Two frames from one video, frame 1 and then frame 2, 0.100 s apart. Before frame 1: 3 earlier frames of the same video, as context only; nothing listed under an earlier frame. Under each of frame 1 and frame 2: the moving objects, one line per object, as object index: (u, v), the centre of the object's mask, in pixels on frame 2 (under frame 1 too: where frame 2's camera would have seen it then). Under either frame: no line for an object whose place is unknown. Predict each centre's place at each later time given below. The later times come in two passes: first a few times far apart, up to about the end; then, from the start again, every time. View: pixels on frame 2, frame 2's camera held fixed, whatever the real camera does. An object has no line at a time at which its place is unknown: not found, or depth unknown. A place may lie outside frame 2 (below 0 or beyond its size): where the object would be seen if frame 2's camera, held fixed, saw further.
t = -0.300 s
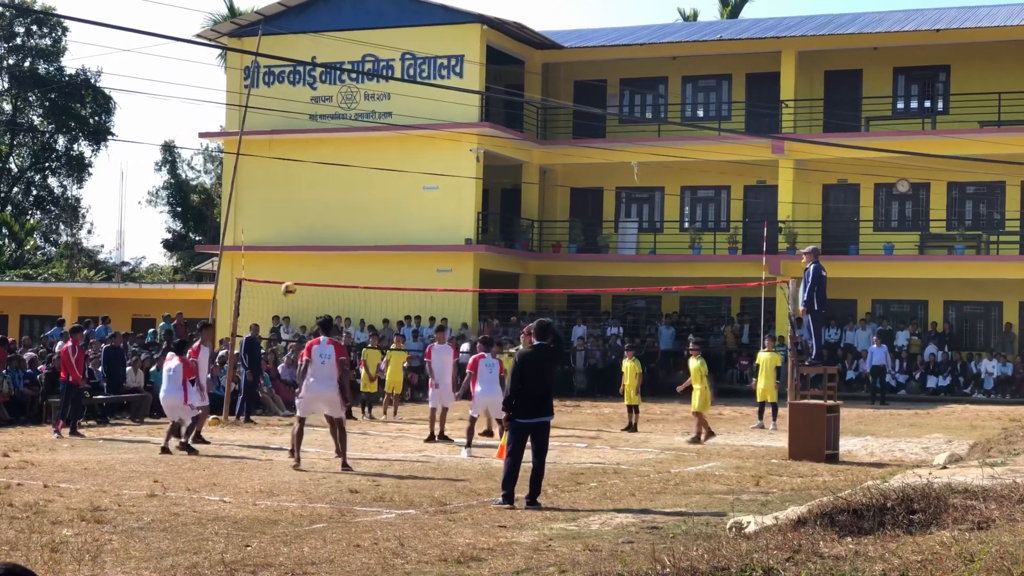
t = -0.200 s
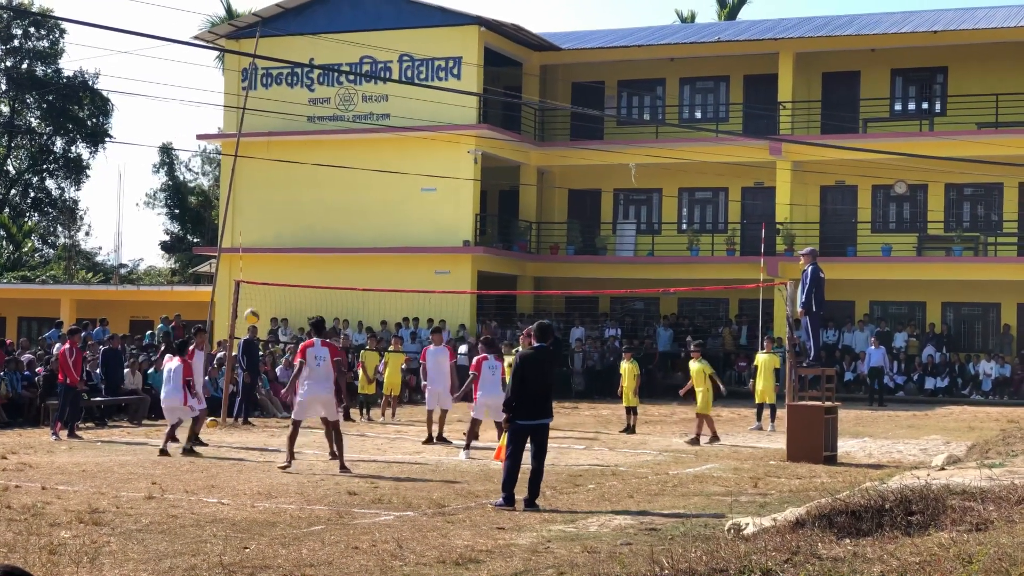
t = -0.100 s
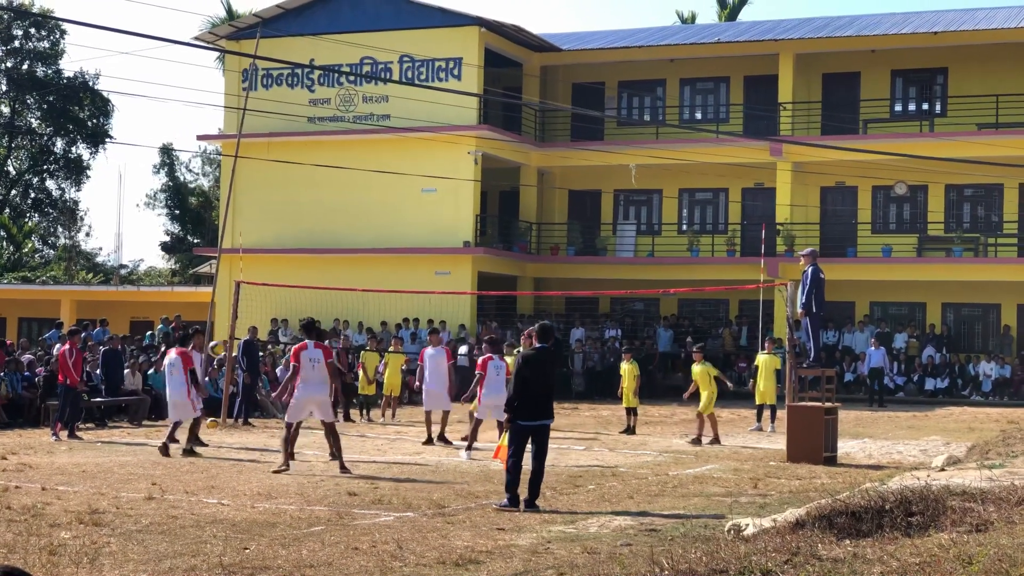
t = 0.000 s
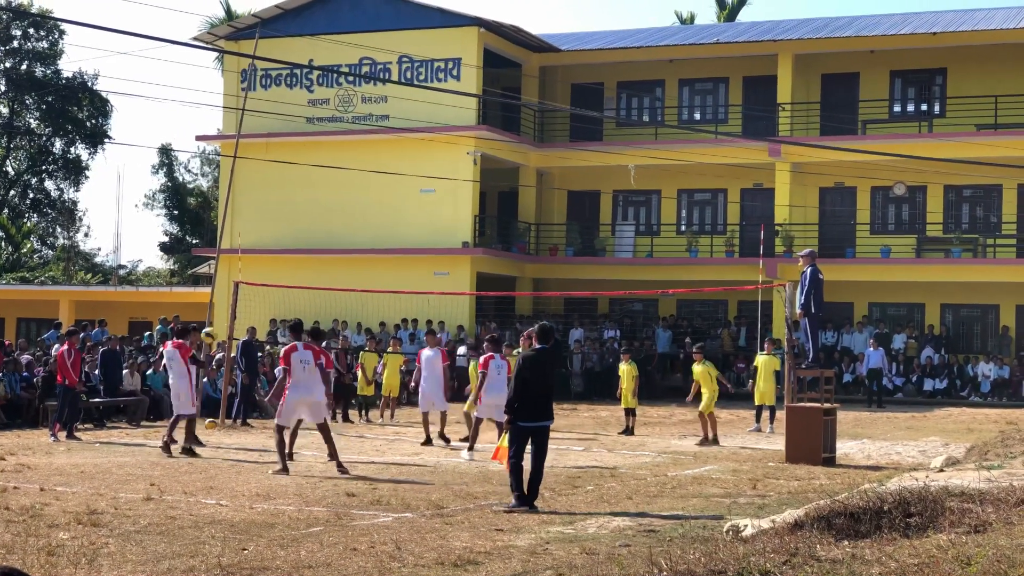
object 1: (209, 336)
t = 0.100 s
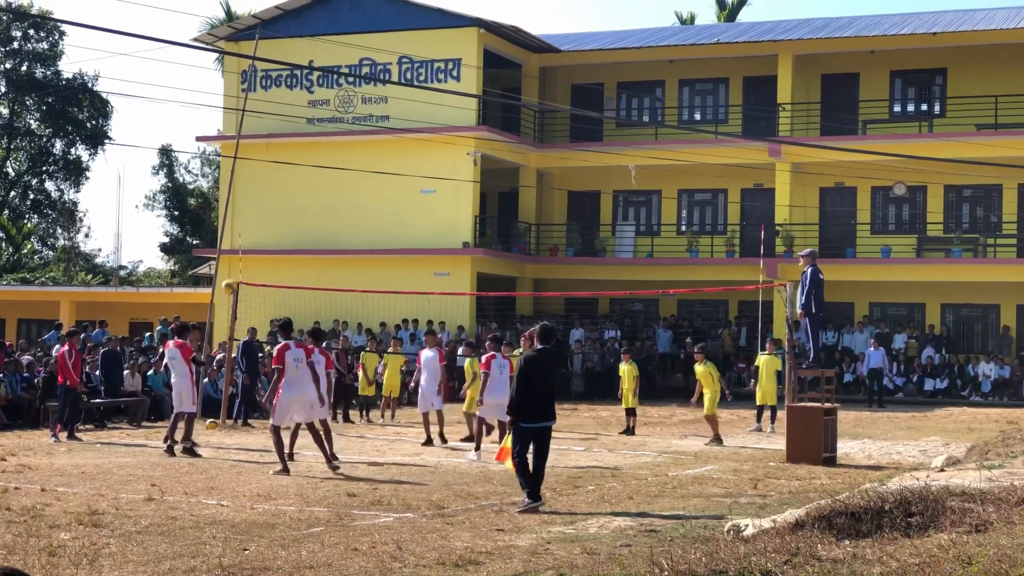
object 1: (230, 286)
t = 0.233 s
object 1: (254, 235)
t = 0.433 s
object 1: (289, 184)
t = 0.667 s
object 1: (330, 161)
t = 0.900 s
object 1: (367, 178)
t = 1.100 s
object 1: (398, 221)
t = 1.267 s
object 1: (422, 278)
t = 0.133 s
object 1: (235, 272)
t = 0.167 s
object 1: (241, 259)
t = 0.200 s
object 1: (247, 247)
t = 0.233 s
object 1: (254, 235)
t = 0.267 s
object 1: (259, 225)
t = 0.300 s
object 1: (265, 215)
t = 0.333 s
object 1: (272, 206)
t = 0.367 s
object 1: (277, 197)
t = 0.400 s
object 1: (283, 191)
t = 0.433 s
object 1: (289, 184)
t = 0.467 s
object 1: (295, 178)
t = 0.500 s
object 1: (300, 173)
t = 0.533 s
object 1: (307, 170)
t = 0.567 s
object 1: (313, 166)
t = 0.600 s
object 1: (318, 164)
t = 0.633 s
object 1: (323, 162)
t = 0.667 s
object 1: (330, 161)
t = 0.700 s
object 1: (336, 161)
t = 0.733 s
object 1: (342, 161)
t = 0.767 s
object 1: (347, 163)
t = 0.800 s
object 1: (351, 166)
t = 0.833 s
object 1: (357, 169)
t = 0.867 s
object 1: (363, 173)
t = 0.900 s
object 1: (367, 178)
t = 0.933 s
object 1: (372, 184)
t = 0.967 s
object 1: (378, 189)
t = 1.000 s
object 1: (383, 196)
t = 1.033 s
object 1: (388, 204)
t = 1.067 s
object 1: (394, 212)
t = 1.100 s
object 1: (398, 221)
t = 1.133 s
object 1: (403, 231)
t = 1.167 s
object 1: (408, 242)
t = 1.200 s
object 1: (413, 253)
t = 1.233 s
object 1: (418, 266)
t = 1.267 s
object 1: (422, 278)
